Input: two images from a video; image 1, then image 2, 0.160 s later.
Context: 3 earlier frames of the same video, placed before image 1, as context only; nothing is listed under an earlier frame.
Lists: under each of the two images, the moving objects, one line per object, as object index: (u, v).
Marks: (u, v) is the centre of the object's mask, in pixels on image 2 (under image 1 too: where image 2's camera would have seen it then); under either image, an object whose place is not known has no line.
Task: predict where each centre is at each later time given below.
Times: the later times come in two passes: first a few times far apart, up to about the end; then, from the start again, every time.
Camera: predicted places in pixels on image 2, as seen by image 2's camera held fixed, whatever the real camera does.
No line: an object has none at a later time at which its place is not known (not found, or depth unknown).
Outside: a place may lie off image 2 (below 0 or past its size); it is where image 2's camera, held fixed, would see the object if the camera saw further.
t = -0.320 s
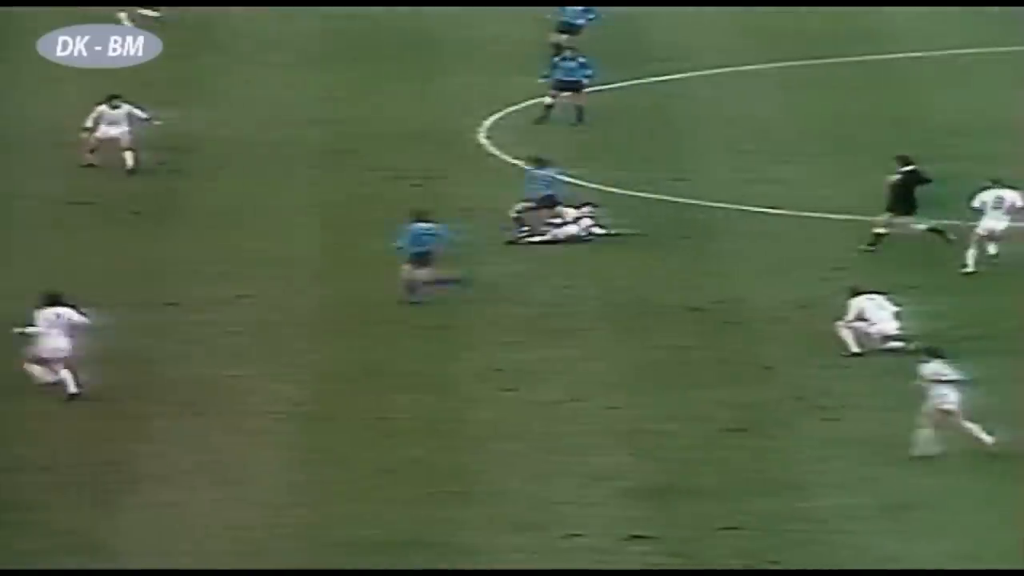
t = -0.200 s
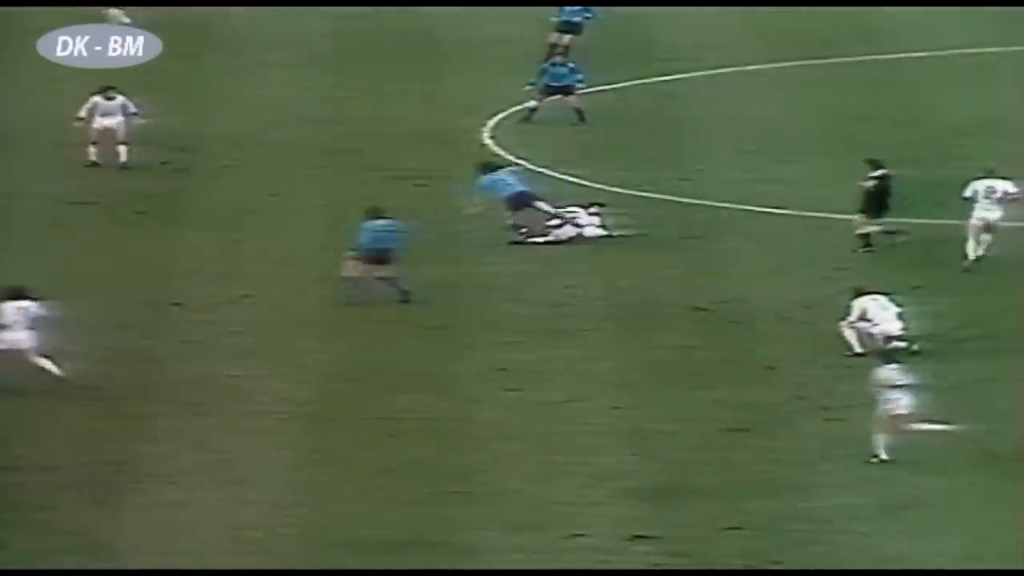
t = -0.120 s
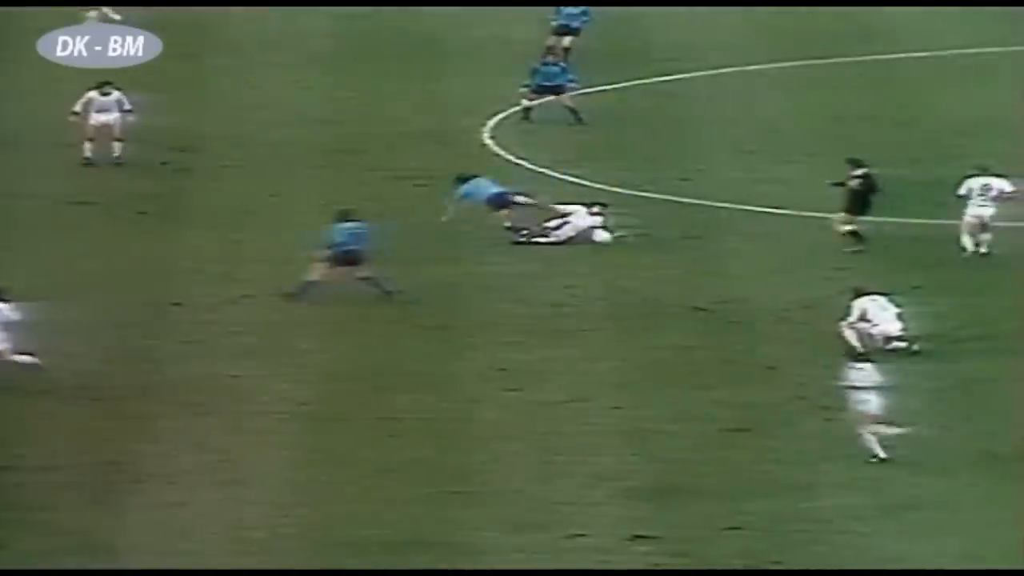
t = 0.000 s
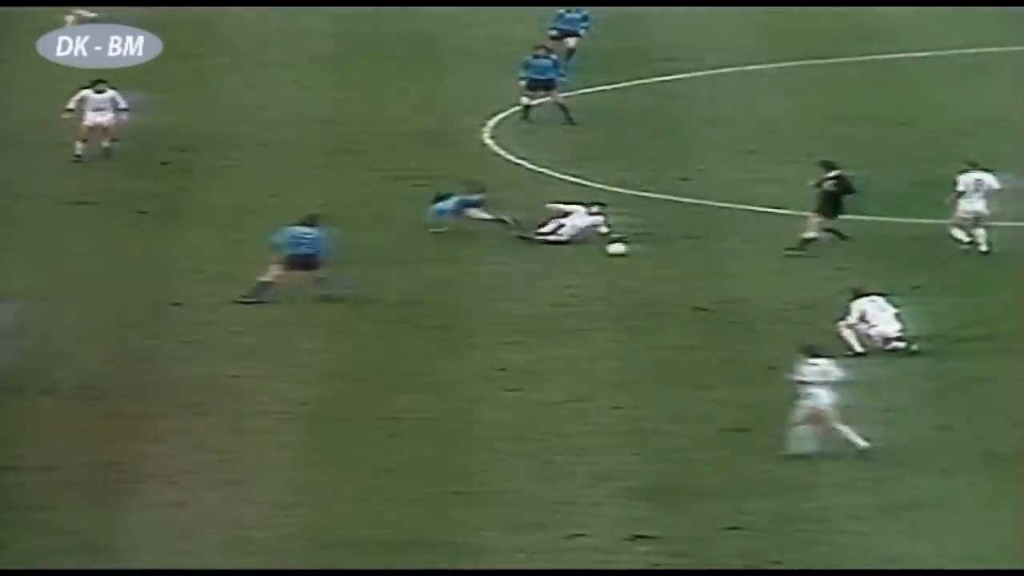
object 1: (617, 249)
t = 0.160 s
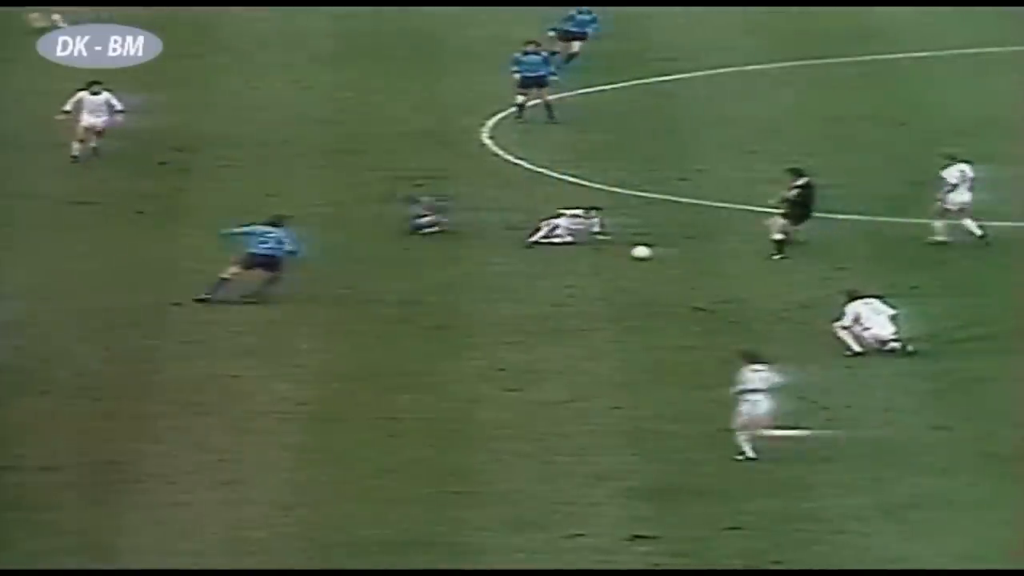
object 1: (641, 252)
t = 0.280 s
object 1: (659, 255)
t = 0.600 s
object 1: (705, 263)
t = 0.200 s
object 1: (647, 254)
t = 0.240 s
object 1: (654, 254)
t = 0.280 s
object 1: (659, 255)
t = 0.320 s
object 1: (664, 256)
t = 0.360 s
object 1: (669, 258)
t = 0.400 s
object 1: (676, 259)
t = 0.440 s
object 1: (682, 260)
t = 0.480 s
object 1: (689, 260)
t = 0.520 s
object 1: (694, 262)
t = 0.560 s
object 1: (699, 263)
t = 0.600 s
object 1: (705, 263)
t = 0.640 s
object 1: (711, 264)
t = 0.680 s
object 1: (717, 265)
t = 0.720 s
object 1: (723, 266)
